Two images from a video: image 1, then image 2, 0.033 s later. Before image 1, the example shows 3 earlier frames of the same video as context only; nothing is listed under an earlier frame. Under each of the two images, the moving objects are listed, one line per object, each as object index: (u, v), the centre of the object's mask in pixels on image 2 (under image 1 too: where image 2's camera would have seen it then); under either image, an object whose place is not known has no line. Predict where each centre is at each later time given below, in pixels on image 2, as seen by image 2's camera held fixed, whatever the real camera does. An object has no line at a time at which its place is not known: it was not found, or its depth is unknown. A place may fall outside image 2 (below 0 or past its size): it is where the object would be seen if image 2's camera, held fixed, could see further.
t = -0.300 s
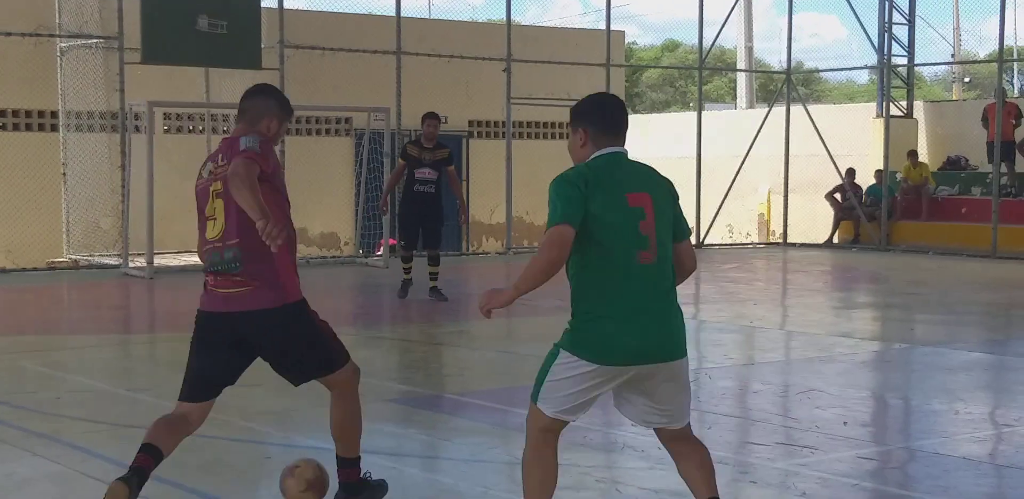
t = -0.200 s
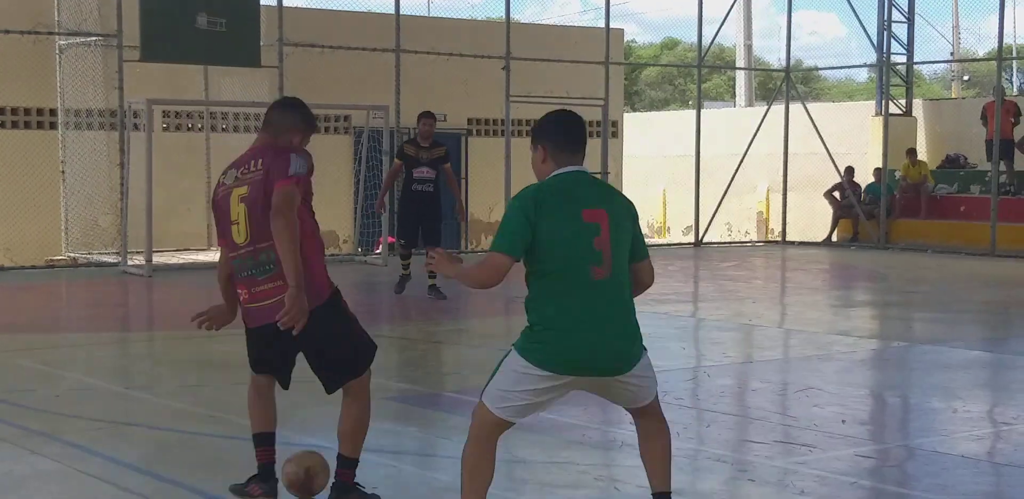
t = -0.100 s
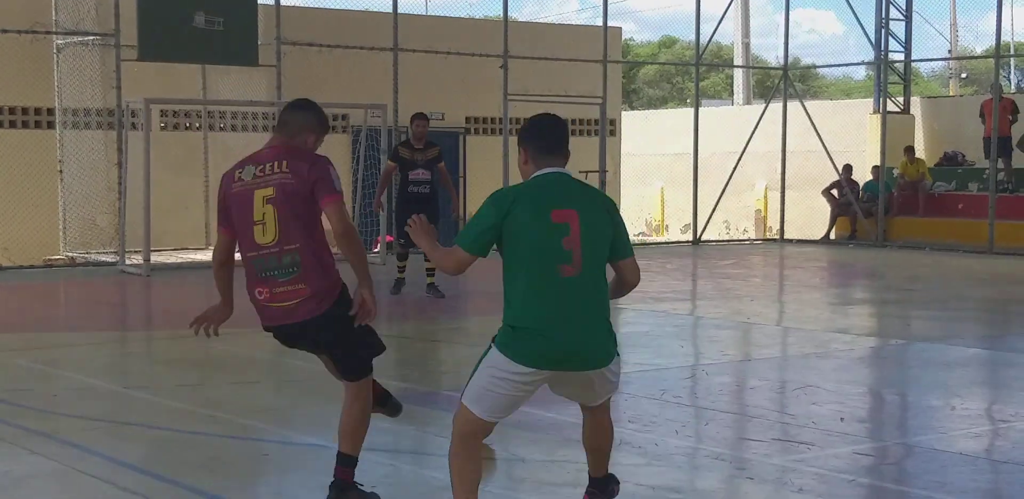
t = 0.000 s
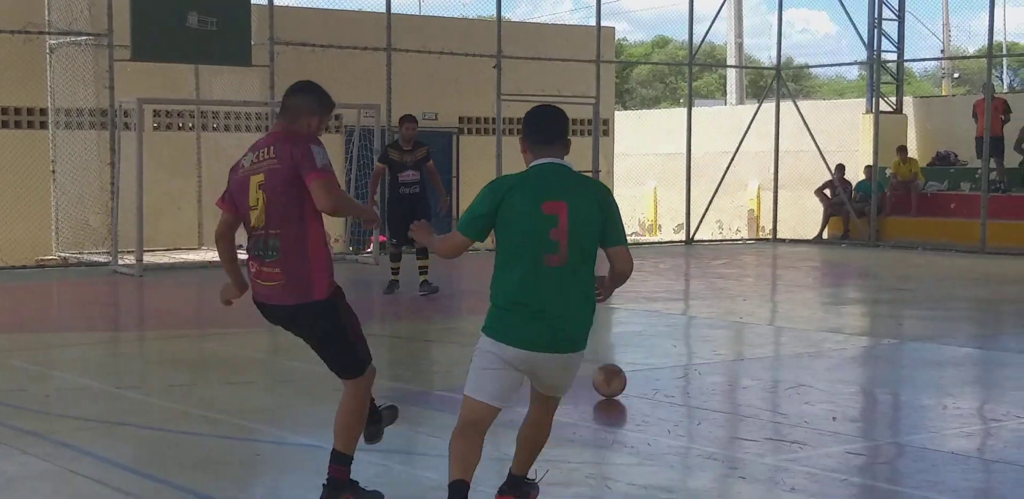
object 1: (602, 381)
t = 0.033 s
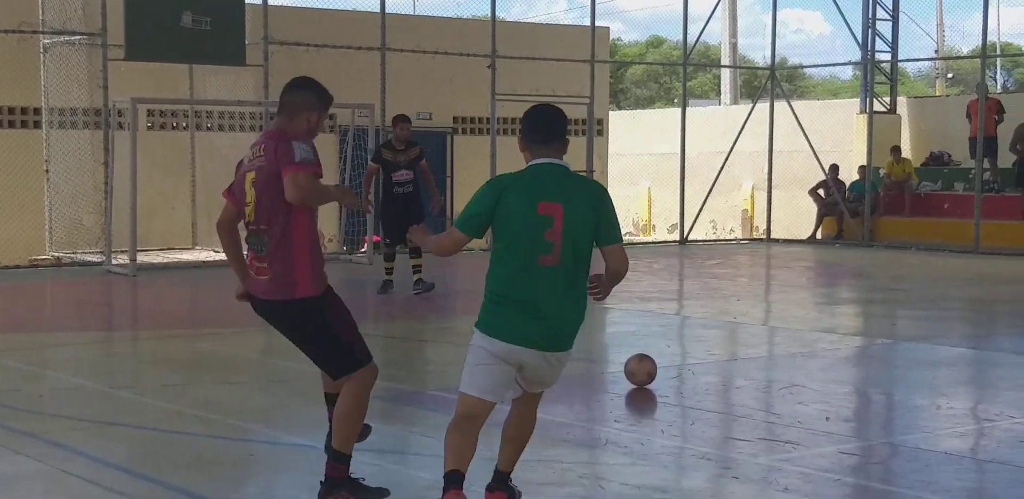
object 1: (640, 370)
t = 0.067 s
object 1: (675, 361)
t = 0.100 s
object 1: (704, 352)
